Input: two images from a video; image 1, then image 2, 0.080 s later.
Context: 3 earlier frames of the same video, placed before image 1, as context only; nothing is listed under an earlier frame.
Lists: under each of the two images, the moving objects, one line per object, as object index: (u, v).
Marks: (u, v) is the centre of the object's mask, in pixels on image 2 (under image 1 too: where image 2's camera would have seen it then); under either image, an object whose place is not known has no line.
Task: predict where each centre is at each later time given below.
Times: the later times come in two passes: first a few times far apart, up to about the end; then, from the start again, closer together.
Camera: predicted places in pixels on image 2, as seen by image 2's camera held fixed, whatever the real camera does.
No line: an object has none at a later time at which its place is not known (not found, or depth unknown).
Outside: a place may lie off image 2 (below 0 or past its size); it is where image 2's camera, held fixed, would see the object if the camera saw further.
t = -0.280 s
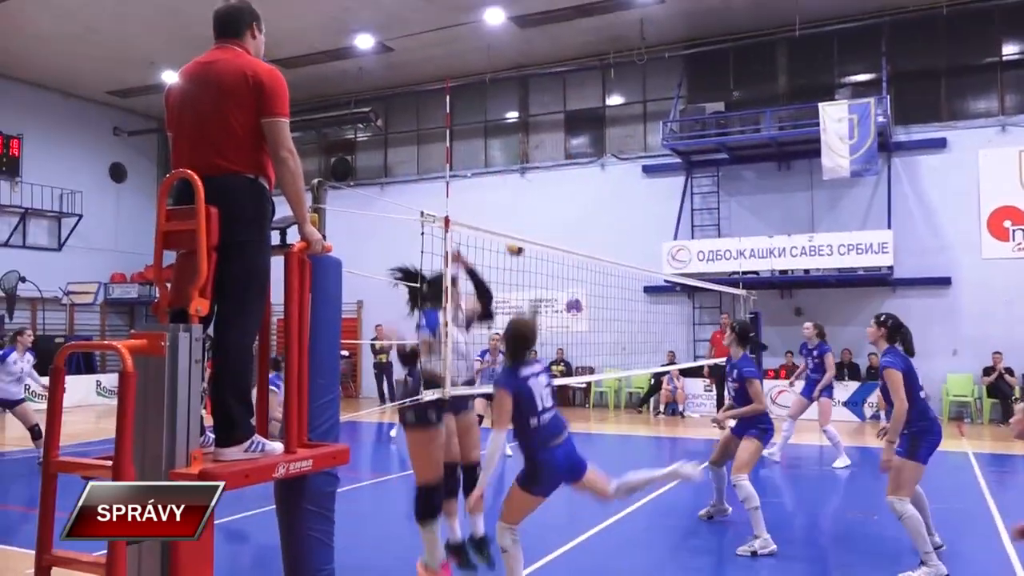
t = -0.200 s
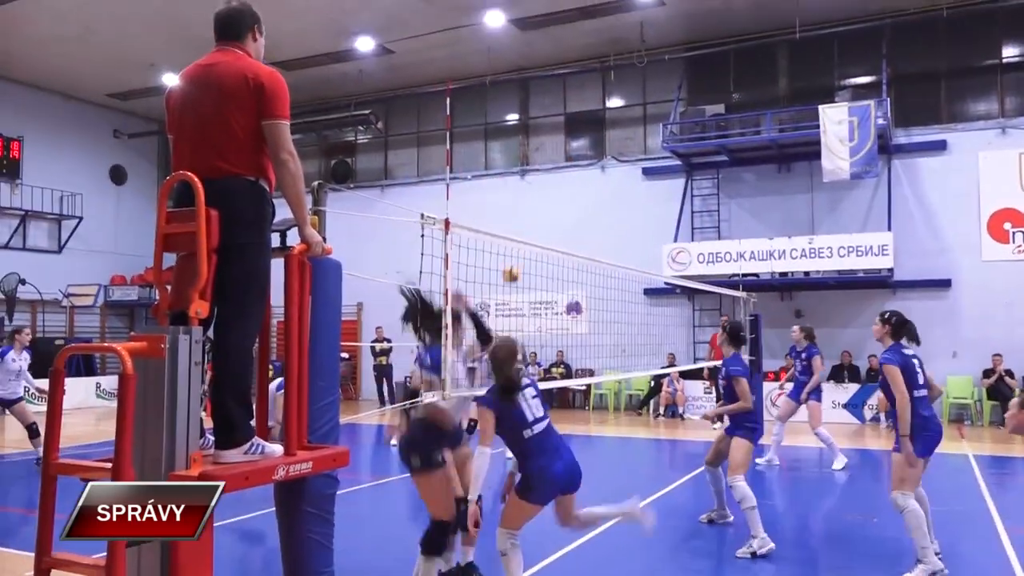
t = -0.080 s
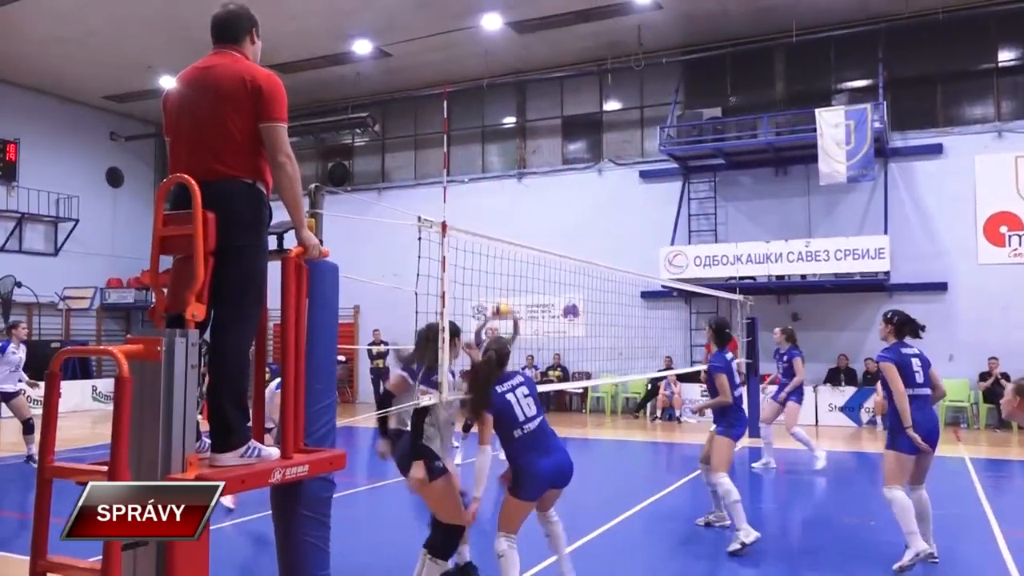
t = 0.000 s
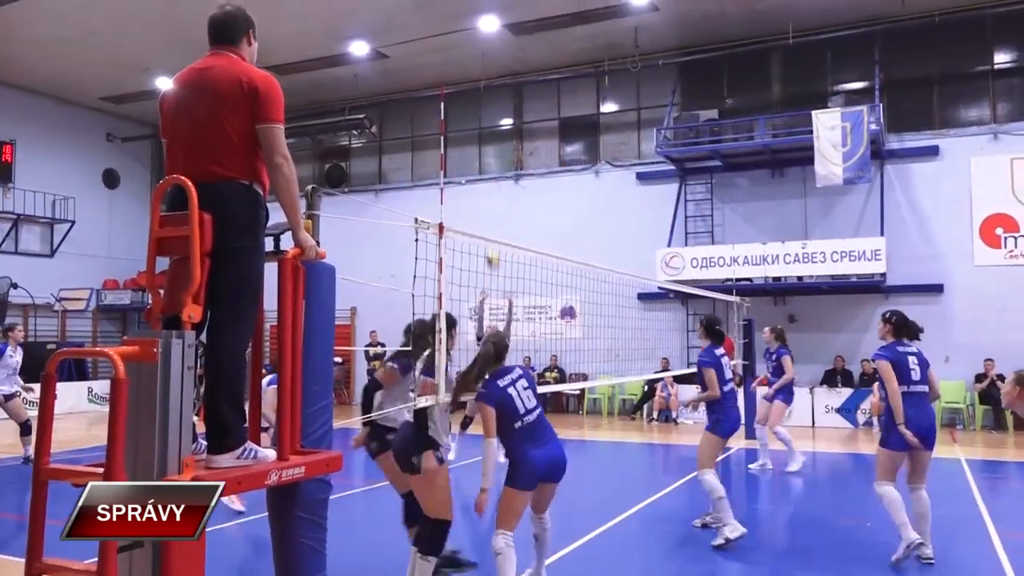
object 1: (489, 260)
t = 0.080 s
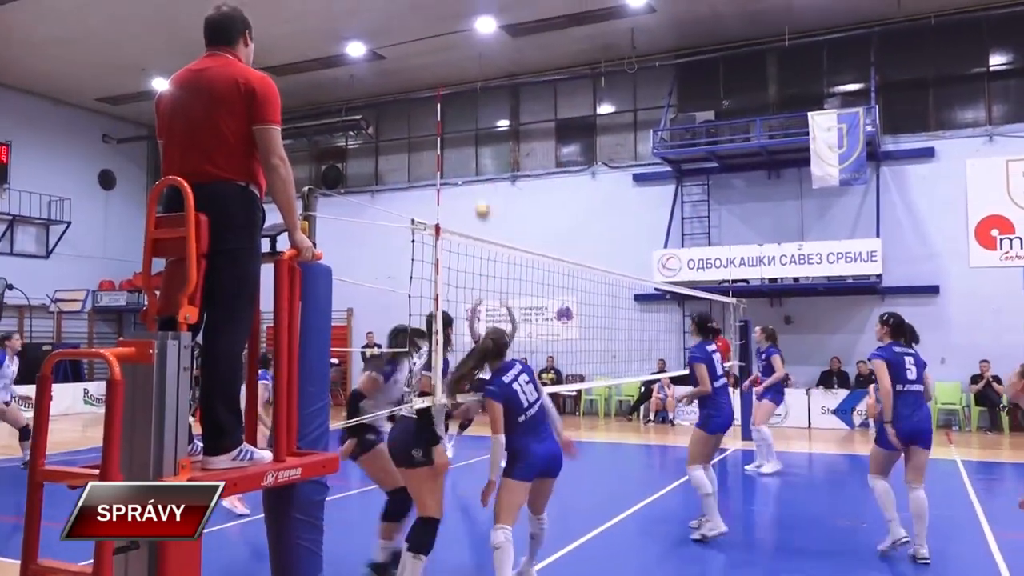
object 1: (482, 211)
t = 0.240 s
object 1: (471, 126)
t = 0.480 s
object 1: (451, 38)
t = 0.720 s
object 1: (430, -2)
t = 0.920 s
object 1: (411, -1)
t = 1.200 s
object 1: (382, 49)
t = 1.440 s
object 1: (357, 159)
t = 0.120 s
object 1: (479, 187)
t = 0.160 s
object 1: (477, 165)
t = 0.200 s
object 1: (474, 145)
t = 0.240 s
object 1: (471, 126)
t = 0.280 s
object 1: (467, 109)
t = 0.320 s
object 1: (465, 93)
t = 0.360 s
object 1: (461, 77)
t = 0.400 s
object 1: (458, 63)
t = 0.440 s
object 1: (454, 50)
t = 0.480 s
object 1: (451, 38)
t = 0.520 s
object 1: (447, 27)
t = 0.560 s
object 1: (443, 19)
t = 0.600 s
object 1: (440, 11)
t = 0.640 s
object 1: (437, 4)
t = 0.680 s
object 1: (434, 0)
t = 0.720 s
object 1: (430, -2)
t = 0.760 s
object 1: (426, -2)
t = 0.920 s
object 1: (411, -1)
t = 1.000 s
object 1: (402, 3)
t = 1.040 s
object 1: (398, 8)
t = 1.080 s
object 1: (394, 16)
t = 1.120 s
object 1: (390, 26)
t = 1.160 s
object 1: (386, 37)
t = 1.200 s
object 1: (382, 49)
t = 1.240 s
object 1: (378, 63)
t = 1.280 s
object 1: (374, 80)
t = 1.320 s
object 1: (370, 97)
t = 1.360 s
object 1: (366, 116)
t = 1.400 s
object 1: (362, 136)
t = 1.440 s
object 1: (357, 159)
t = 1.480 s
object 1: (353, 183)
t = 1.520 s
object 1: (350, 209)
